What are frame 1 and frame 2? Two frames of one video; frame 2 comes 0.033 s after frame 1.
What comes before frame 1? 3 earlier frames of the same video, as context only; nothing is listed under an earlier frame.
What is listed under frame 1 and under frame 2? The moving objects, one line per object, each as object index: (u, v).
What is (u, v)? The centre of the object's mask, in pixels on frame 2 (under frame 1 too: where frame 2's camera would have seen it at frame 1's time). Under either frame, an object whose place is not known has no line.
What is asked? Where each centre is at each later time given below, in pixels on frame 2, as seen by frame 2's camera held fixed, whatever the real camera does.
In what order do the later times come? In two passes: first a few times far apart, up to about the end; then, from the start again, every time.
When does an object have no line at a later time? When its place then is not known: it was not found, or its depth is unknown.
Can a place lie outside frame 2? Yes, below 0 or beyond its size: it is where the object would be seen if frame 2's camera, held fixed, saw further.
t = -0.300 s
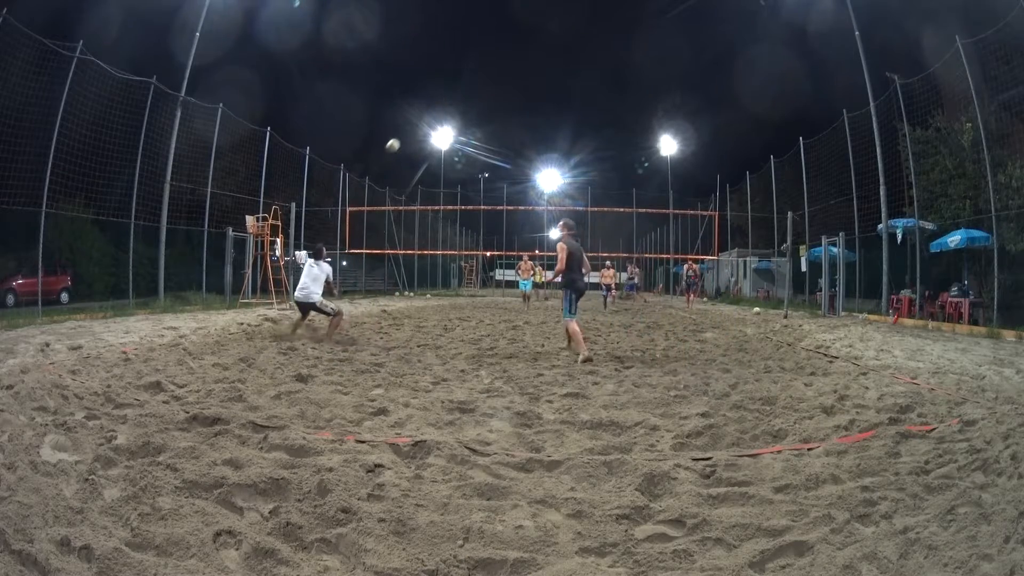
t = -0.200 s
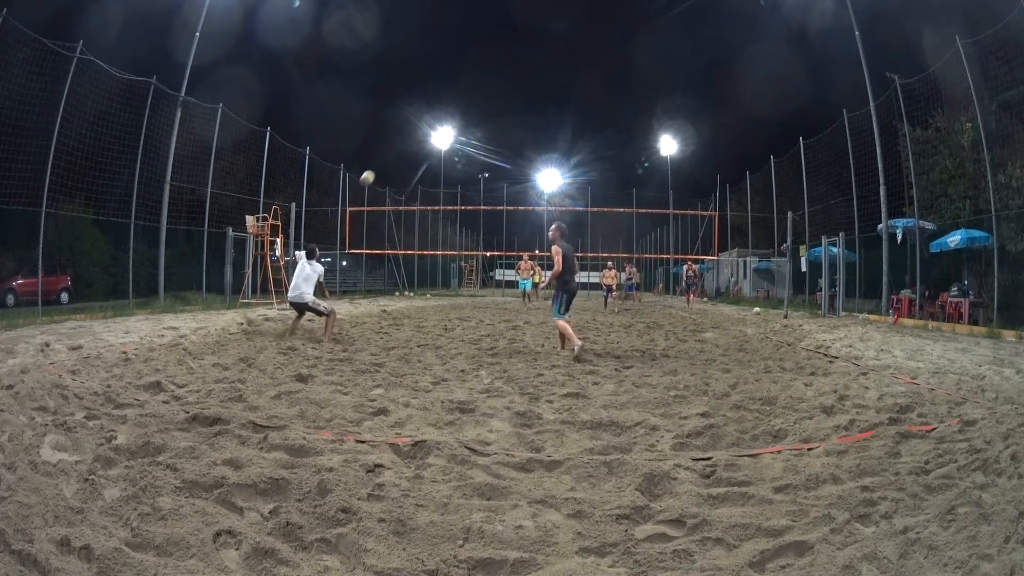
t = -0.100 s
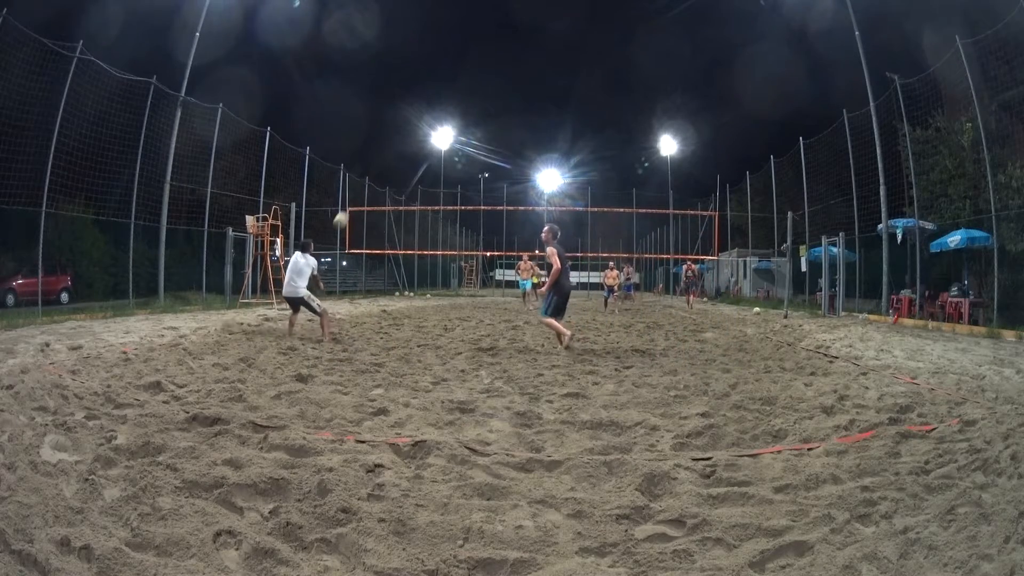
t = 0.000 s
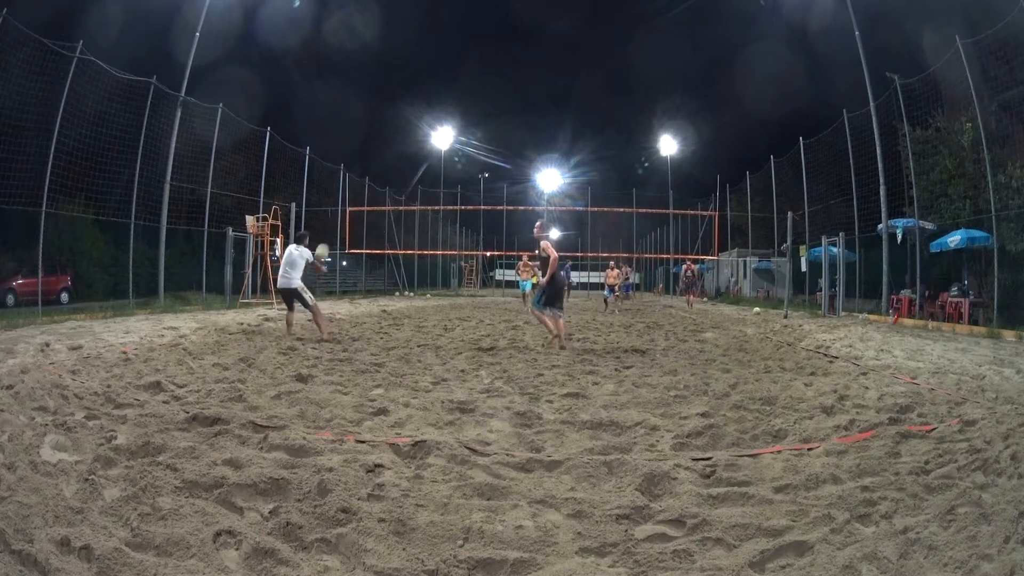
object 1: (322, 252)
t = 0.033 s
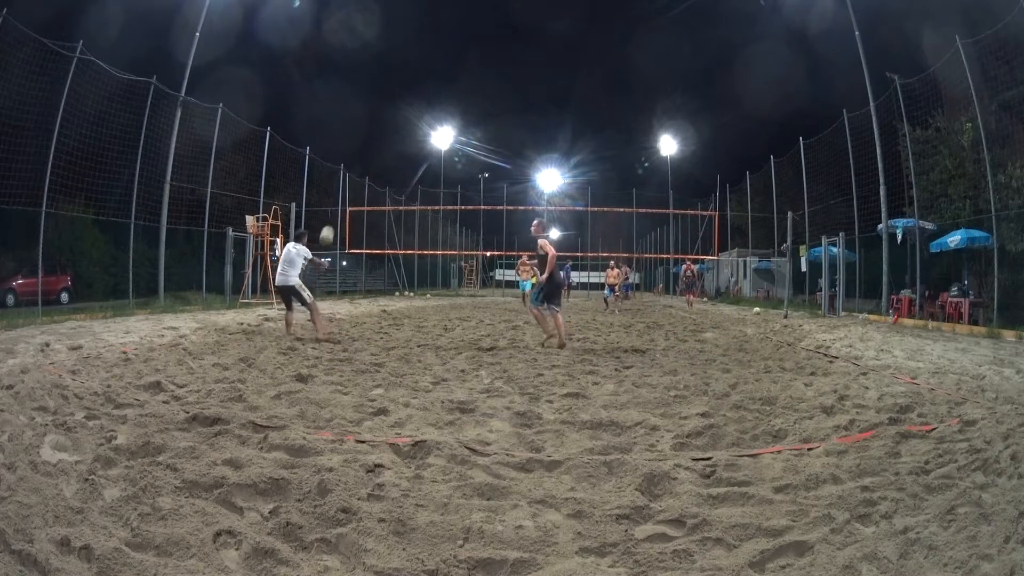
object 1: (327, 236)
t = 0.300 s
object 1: (369, 127)
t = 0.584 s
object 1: (408, 71)
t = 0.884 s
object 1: (442, 59)
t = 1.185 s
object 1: (472, 91)
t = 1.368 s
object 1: (489, 132)
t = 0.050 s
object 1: (329, 227)
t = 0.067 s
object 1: (332, 219)
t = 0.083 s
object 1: (334, 211)
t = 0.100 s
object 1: (337, 203)
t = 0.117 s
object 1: (340, 195)
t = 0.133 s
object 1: (343, 187)
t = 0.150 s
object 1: (346, 180)
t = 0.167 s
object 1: (348, 173)
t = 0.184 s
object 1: (351, 166)
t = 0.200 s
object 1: (353, 160)
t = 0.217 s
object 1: (356, 154)
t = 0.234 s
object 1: (359, 148)
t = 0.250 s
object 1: (361, 143)
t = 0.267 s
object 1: (364, 137)
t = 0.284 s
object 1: (366, 132)
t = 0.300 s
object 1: (369, 127)
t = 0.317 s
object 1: (371, 122)
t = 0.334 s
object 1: (374, 118)
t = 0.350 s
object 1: (376, 113)
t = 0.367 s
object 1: (379, 109)
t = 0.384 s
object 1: (381, 105)
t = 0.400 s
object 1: (383, 101)
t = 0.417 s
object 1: (386, 98)
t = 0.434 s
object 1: (388, 94)
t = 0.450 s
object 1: (391, 91)
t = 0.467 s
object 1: (393, 88)
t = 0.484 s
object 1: (395, 85)
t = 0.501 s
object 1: (397, 82)
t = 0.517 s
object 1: (400, 80)
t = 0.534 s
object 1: (402, 77)
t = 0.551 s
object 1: (404, 75)
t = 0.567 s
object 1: (406, 73)
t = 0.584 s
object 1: (408, 71)
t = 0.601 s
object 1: (410, 69)
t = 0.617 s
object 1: (412, 67)
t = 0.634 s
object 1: (414, 66)
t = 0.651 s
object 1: (416, 64)
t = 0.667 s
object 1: (418, 63)
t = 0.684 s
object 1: (420, 62)
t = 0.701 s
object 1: (422, 61)
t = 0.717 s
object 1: (424, 60)
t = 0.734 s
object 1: (426, 59)
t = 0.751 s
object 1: (428, 59)
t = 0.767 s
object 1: (430, 58)
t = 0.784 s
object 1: (431, 58)
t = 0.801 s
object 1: (433, 58)
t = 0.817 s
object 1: (435, 58)
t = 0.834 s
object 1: (437, 58)
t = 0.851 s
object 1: (439, 58)
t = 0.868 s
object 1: (440, 59)
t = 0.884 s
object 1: (442, 59)
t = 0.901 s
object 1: (444, 60)
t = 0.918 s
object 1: (446, 61)
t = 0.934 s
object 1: (447, 62)
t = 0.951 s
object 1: (449, 63)
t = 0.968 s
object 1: (451, 64)
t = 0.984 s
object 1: (452, 65)
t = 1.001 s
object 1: (454, 66)
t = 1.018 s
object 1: (456, 68)
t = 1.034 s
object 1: (457, 70)
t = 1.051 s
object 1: (459, 71)
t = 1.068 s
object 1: (461, 73)
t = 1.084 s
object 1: (462, 75)
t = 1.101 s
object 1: (464, 78)
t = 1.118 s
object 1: (465, 80)
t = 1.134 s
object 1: (467, 83)
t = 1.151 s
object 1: (469, 85)
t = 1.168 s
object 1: (470, 88)
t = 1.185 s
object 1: (472, 91)
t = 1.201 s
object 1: (473, 94)
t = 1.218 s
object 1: (475, 97)
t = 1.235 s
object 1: (477, 100)
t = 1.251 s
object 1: (478, 104)
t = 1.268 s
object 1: (479, 107)
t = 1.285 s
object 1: (481, 111)
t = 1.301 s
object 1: (483, 115)
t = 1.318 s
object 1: (484, 119)
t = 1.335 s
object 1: (486, 123)
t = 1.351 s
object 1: (487, 127)
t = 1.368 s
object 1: (489, 132)
